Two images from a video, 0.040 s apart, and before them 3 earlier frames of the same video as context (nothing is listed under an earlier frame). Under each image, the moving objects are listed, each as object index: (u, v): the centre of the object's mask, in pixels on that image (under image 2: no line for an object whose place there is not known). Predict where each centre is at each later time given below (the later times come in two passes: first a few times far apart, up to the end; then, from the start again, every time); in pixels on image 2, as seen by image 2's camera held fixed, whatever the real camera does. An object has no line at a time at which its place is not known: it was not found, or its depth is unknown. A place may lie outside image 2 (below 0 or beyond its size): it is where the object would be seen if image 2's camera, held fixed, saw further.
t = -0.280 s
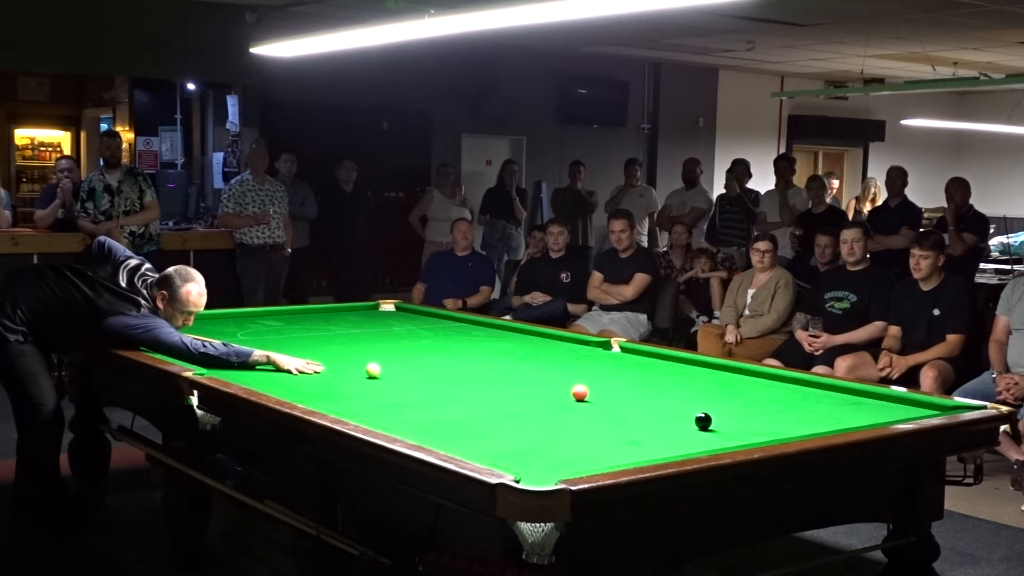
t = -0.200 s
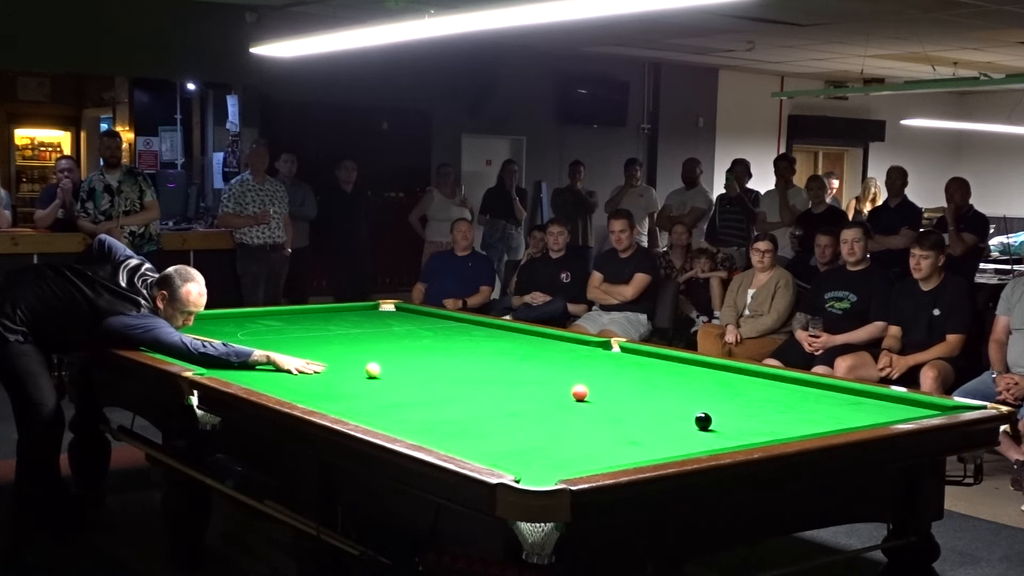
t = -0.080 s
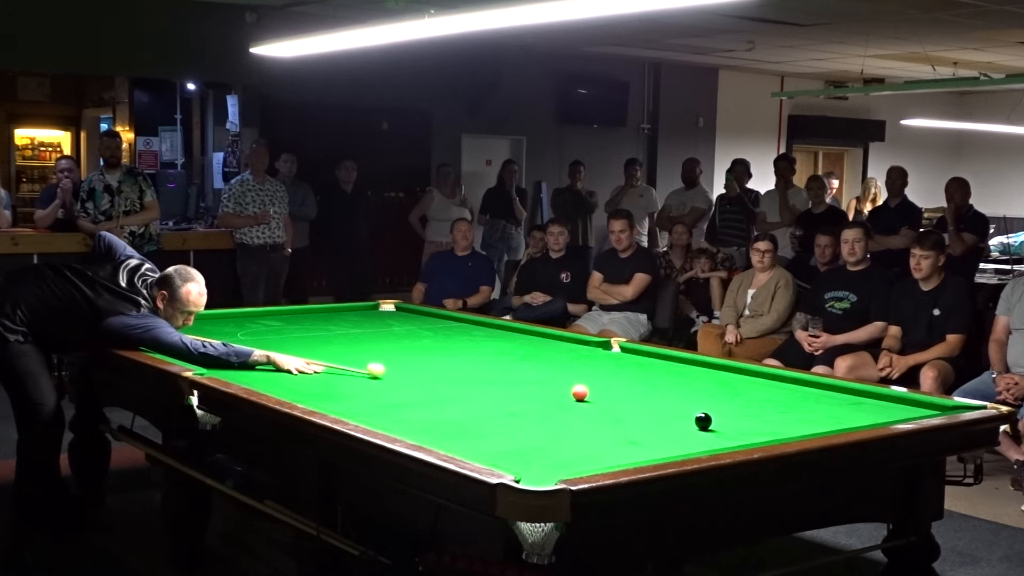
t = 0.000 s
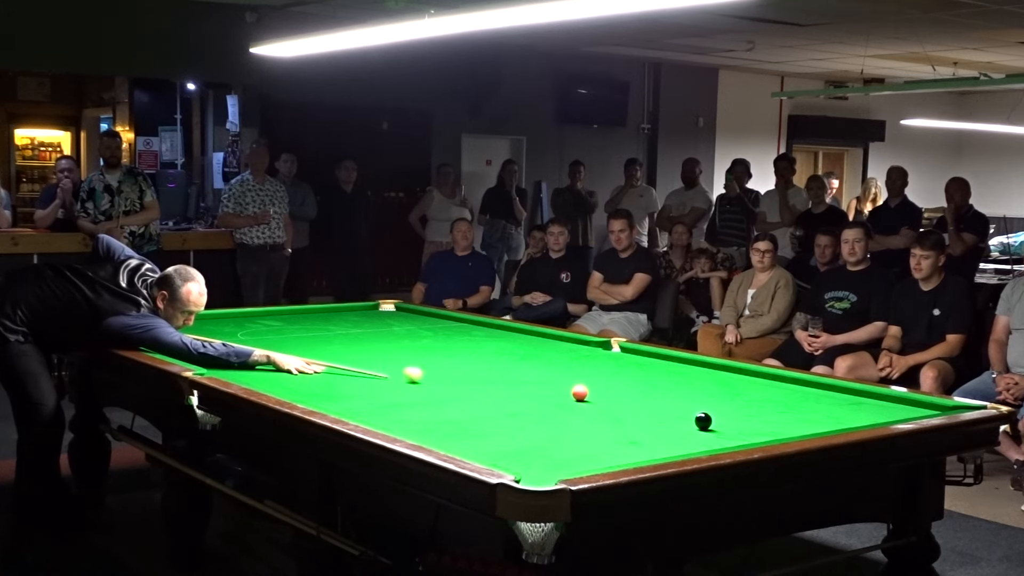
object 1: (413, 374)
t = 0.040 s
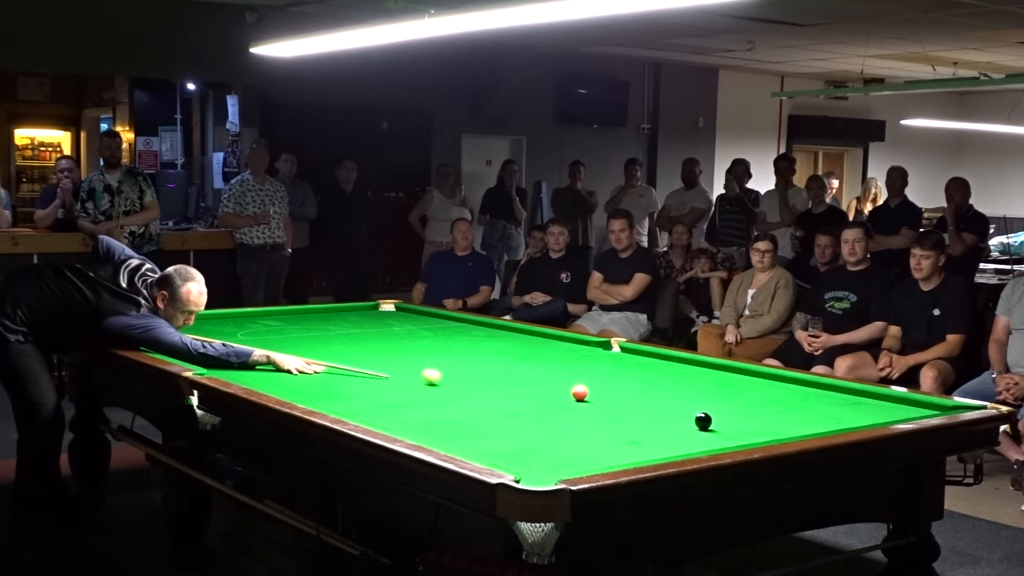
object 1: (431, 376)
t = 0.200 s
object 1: (499, 384)
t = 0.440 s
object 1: (564, 394)
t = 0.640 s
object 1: (566, 397)
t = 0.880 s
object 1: (569, 401)
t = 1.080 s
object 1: (571, 405)
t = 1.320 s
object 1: (572, 409)
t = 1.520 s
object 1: (574, 412)
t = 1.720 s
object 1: (576, 416)
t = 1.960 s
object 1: (578, 419)
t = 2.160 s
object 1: (579, 422)
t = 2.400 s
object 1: (581, 425)
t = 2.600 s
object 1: (582, 428)
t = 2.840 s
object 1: (583, 431)
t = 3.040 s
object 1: (584, 433)
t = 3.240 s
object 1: (585, 435)
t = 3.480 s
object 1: (585, 437)
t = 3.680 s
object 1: (586, 438)
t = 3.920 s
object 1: (586, 440)
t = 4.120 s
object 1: (586, 441)
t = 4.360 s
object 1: (586, 442)
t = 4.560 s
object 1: (585, 442)
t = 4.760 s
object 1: (585, 442)
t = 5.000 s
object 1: (586, 442)
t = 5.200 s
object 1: (585, 442)
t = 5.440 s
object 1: (585, 442)
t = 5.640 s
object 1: (585, 442)
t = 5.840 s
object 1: (585, 442)
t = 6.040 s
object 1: (585, 442)
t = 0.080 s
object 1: (449, 379)
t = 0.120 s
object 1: (467, 381)
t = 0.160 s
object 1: (483, 382)
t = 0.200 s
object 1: (499, 384)
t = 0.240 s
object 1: (515, 386)
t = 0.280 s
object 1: (530, 388)
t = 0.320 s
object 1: (545, 390)
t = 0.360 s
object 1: (558, 391)
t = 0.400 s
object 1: (564, 393)
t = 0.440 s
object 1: (564, 394)
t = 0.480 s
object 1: (565, 394)
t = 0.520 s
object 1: (565, 395)
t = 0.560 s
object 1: (565, 396)
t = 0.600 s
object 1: (566, 396)
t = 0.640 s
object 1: (566, 397)
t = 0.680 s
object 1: (567, 398)
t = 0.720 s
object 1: (567, 399)
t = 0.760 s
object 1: (567, 400)
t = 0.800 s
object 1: (568, 400)
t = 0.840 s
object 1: (568, 401)
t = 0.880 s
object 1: (569, 401)
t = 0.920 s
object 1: (569, 402)
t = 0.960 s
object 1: (569, 403)
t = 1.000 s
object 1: (570, 404)
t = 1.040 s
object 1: (570, 404)
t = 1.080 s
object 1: (571, 405)
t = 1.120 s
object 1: (571, 405)
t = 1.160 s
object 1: (571, 406)
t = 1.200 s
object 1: (572, 407)
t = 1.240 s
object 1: (572, 408)
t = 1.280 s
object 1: (572, 408)
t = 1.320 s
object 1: (572, 409)
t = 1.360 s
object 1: (573, 410)
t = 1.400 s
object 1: (573, 410)
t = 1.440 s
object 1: (574, 411)
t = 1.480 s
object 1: (574, 411)
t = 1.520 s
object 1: (574, 412)
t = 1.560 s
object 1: (575, 413)
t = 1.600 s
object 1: (575, 414)
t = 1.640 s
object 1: (575, 414)
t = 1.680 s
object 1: (576, 415)
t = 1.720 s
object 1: (576, 416)
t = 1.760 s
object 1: (576, 416)
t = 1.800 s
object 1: (577, 417)
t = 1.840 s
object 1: (577, 417)
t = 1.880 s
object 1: (577, 418)
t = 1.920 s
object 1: (578, 419)
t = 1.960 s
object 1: (578, 419)
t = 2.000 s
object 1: (578, 420)
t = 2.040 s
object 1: (579, 420)
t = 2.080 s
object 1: (579, 421)
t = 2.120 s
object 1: (579, 421)
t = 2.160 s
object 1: (579, 422)
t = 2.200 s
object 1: (580, 422)
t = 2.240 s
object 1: (580, 423)
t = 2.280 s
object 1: (580, 424)
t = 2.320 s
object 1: (580, 424)
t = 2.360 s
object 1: (581, 425)
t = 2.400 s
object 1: (581, 425)
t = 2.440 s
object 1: (581, 426)
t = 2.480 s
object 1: (581, 426)
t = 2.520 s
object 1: (582, 427)
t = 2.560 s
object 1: (582, 427)
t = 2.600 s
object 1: (582, 428)
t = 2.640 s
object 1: (582, 428)
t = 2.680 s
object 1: (582, 429)
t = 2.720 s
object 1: (582, 429)
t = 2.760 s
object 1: (583, 430)
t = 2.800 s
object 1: (583, 430)
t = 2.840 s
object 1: (583, 431)
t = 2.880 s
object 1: (583, 431)
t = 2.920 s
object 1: (583, 432)
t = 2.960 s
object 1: (584, 432)
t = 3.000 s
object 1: (584, 433)
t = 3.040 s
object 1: (584, 433)
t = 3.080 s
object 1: (584, 433)
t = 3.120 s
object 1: (584, 434)
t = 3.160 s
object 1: (585, 434)
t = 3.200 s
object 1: (585, 434)
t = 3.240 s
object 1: (585, 435)
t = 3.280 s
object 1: (585, 435)
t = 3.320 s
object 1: (585, 436)
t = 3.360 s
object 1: (585, 436)
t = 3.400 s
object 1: (585, 436)
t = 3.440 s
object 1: (585, 436)
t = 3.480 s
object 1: (585, 437)
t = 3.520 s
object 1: (585, 437)
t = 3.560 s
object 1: (585, 437)
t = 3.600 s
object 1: (585, 438)
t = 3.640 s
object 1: (585, 438)
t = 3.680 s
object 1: (586, 438)
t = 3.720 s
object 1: (586, 439)
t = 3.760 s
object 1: (586, 439)
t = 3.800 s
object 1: (586, 439)
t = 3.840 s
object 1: (586, 439)
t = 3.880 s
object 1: (586, 439)
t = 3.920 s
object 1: (586, 440)
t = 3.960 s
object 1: (586, 440)
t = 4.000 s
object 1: (586, 440)
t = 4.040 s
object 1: (586, 440)
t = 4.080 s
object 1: (586, 440)
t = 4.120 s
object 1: (586, 441)
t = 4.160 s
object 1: (586, 441)
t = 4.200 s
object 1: (586, 441)
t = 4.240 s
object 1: (586, 441)
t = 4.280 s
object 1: (586, 441)
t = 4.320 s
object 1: (586, 441)
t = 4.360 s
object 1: (586, 442)
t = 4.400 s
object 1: (586, 442)
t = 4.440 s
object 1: (586, 442)
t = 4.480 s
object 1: (586, 442)
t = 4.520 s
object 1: (585, 442)
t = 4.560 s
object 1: (585, 442)
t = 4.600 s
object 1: (585, 442)
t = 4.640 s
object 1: (585, 442)
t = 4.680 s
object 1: (585, 442)
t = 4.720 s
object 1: (585, 442)
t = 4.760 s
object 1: (585, 442)
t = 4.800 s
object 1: (586, 442)
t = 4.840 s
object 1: (586, 442)
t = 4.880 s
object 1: (586, 442)
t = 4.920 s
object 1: (586, 442)
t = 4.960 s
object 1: (586, 442)
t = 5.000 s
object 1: (586, 442)
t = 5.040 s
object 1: (586, 442)
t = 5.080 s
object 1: (585, 442)
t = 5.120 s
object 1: (585, 442)
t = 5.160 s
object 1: (585, 442)
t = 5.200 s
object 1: (585, 442)
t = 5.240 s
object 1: (585, 442)
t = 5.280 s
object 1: (585, 442)
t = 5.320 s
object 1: (585, 442)
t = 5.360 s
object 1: (585, 442)
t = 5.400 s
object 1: (585, 442)
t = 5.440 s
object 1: (585, 442)
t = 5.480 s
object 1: (585, 442)
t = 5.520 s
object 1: (585, 442)
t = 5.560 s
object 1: (585, 442)
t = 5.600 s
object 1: (585, 442)
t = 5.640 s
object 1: (585, 442)
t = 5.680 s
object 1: (585, 442)
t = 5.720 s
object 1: (585, 442)
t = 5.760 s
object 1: (585, 442)
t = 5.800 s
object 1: (585, 442)
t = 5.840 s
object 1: (585, 442)
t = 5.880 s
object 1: (585, 442)
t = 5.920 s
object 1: (585, 442)
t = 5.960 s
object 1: (585, 442)
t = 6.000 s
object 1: (585, 442)
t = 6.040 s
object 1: (585, 442)
